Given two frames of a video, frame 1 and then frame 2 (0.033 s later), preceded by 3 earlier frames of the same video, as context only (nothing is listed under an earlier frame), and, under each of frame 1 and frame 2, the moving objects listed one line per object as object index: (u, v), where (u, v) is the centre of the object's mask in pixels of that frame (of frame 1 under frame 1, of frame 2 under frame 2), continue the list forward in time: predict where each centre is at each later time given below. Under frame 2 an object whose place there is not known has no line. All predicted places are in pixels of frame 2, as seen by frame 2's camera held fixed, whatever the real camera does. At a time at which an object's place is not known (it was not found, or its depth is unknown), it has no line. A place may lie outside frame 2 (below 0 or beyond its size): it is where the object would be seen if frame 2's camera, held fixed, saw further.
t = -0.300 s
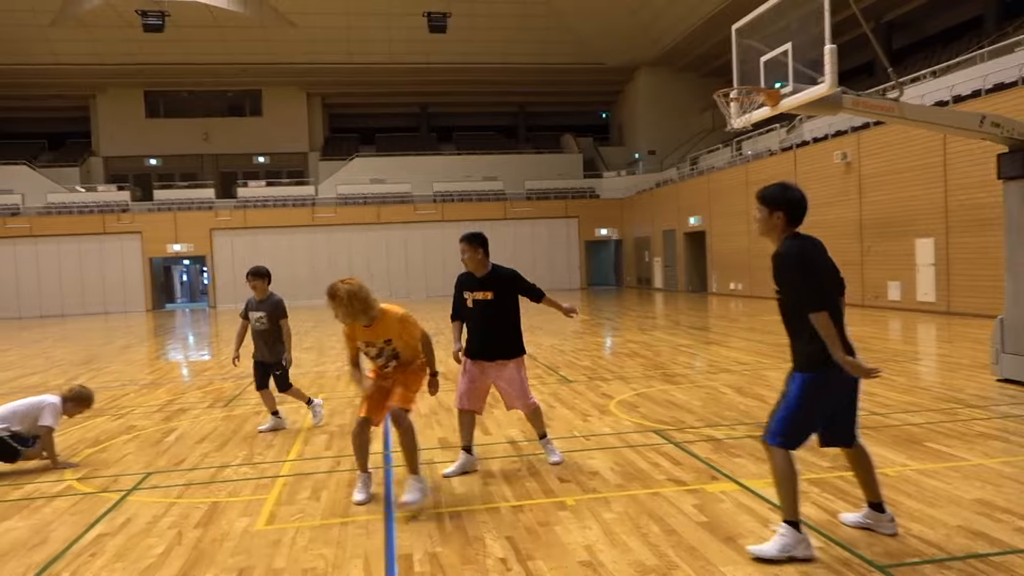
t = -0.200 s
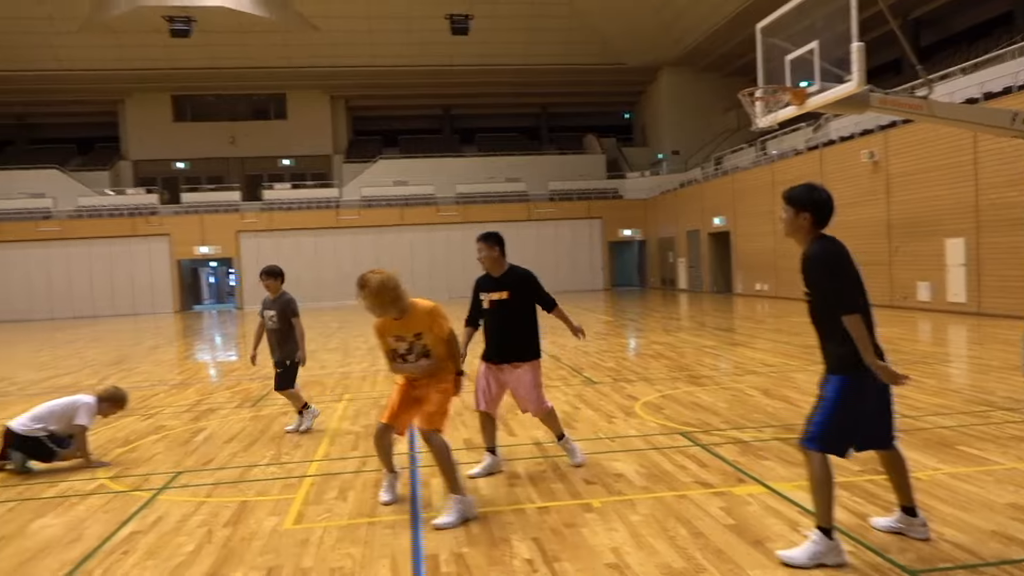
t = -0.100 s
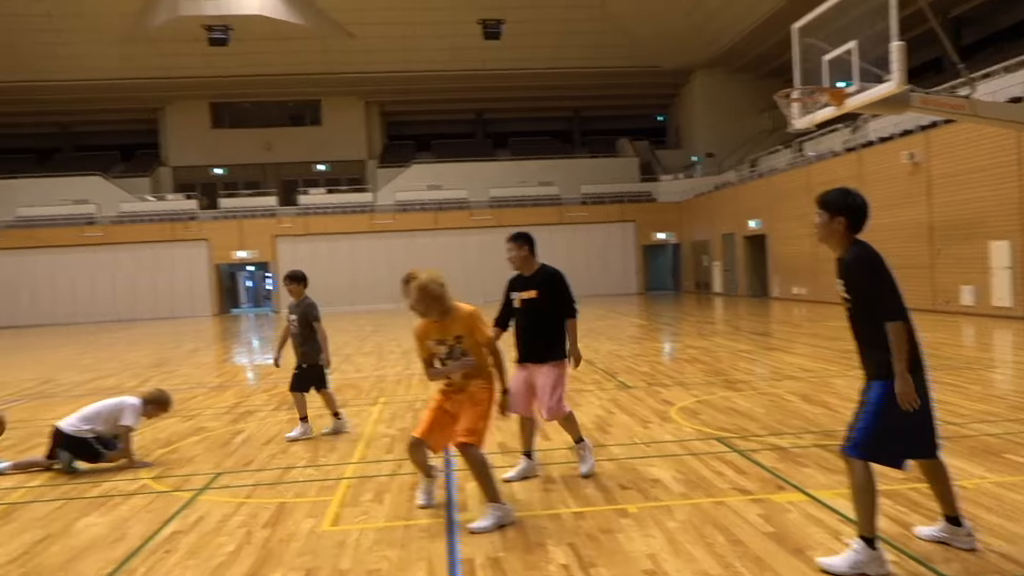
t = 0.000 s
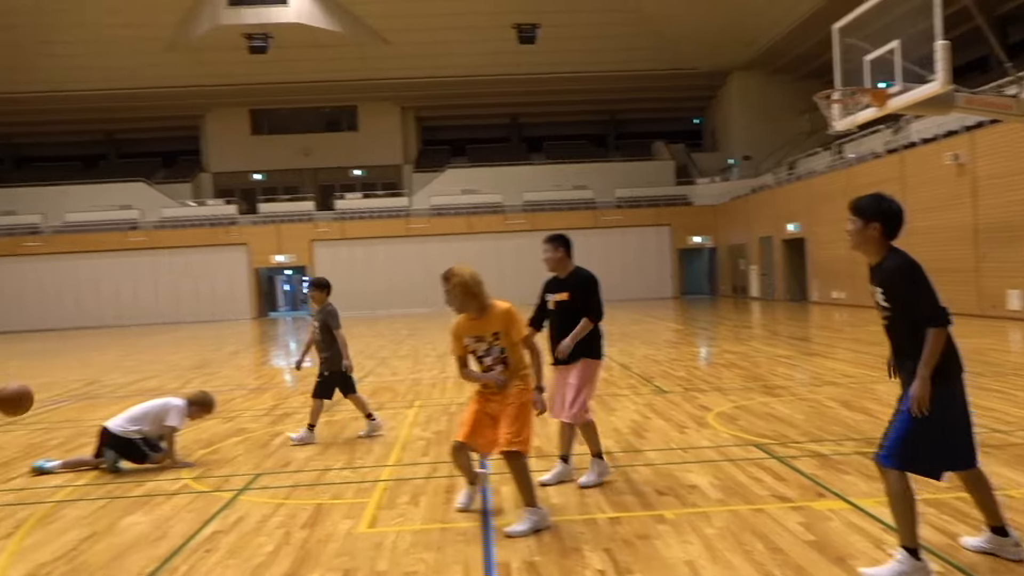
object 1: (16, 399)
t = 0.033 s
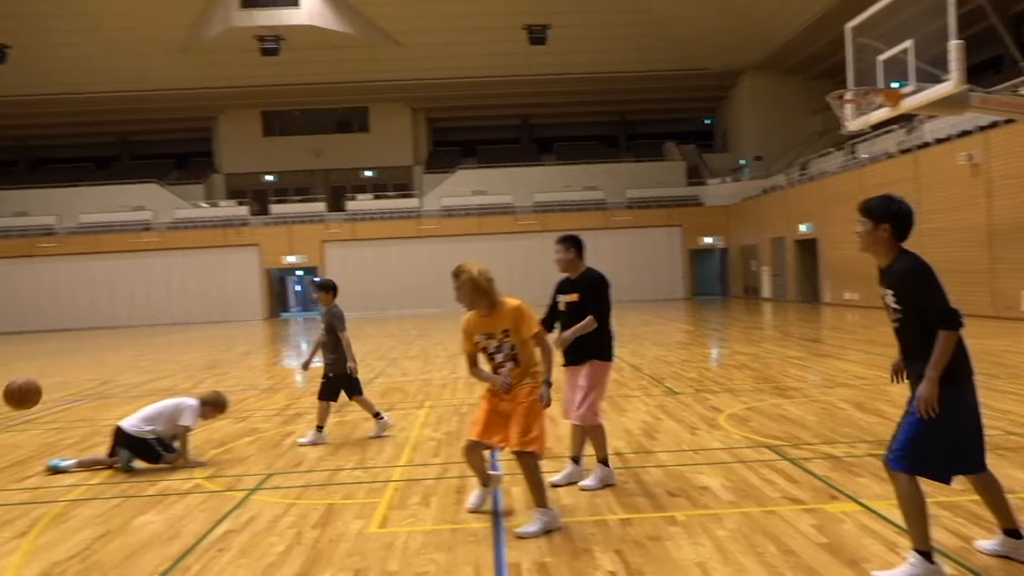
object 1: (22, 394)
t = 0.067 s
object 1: (16, 390)
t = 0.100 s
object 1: (9, 387)
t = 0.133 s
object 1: (4, 387)
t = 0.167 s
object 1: (-2, 387)
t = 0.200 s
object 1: (-8, 389)
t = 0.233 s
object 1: (-14, 392)
